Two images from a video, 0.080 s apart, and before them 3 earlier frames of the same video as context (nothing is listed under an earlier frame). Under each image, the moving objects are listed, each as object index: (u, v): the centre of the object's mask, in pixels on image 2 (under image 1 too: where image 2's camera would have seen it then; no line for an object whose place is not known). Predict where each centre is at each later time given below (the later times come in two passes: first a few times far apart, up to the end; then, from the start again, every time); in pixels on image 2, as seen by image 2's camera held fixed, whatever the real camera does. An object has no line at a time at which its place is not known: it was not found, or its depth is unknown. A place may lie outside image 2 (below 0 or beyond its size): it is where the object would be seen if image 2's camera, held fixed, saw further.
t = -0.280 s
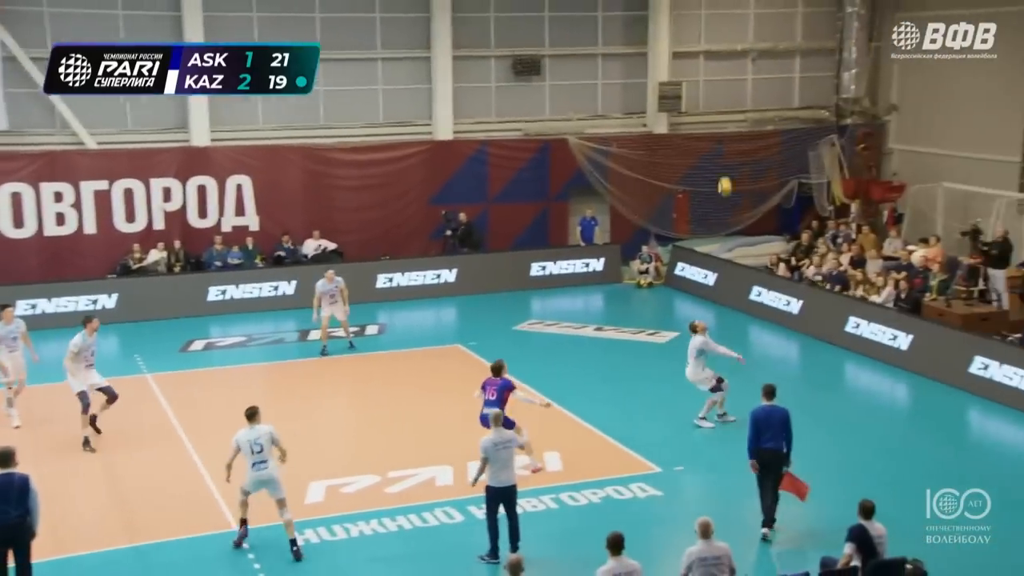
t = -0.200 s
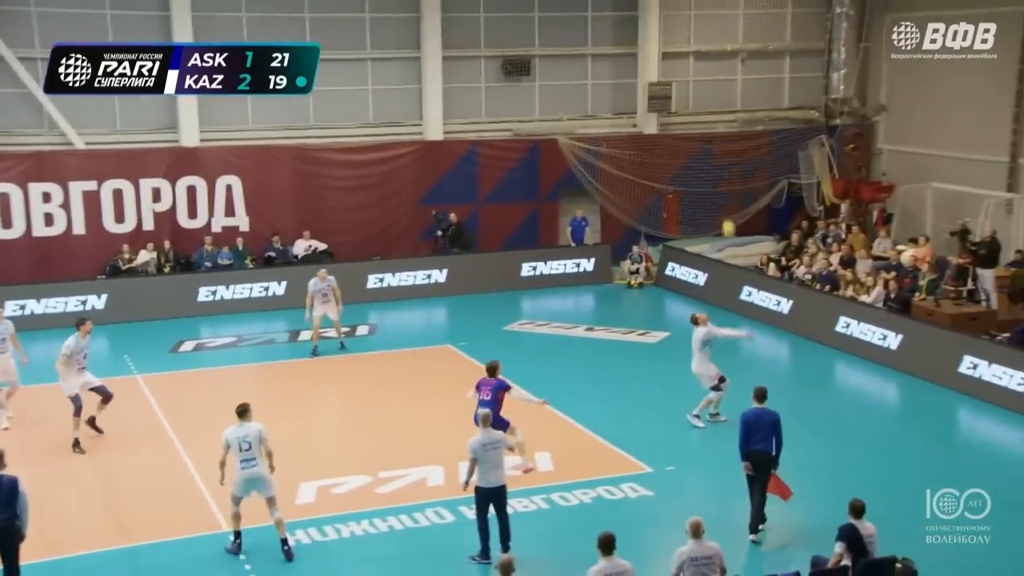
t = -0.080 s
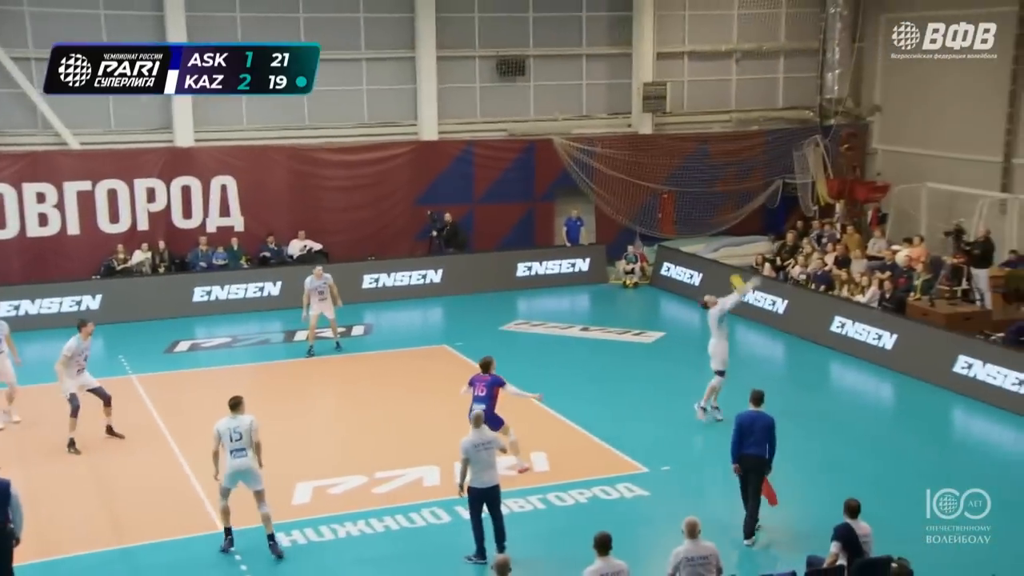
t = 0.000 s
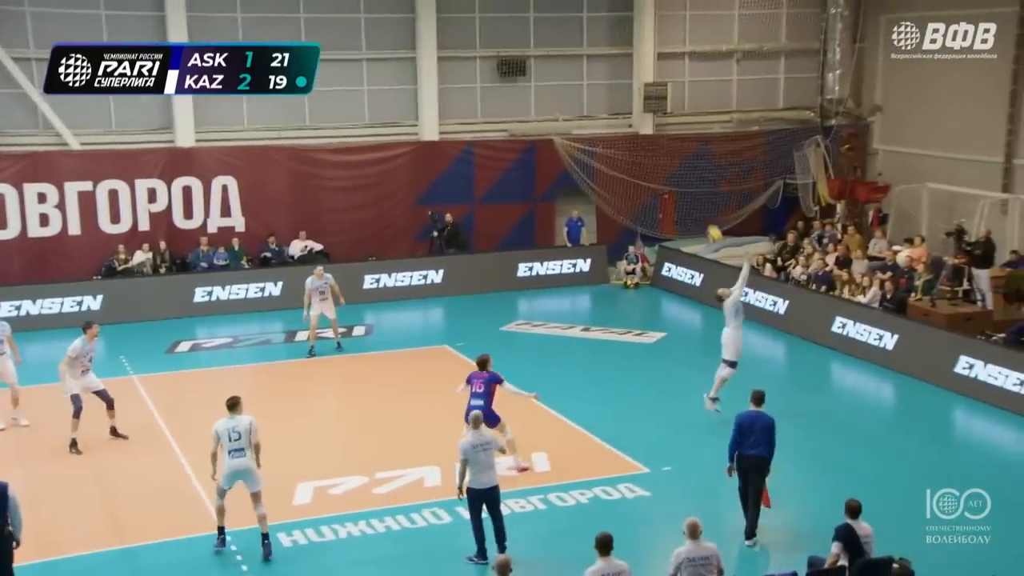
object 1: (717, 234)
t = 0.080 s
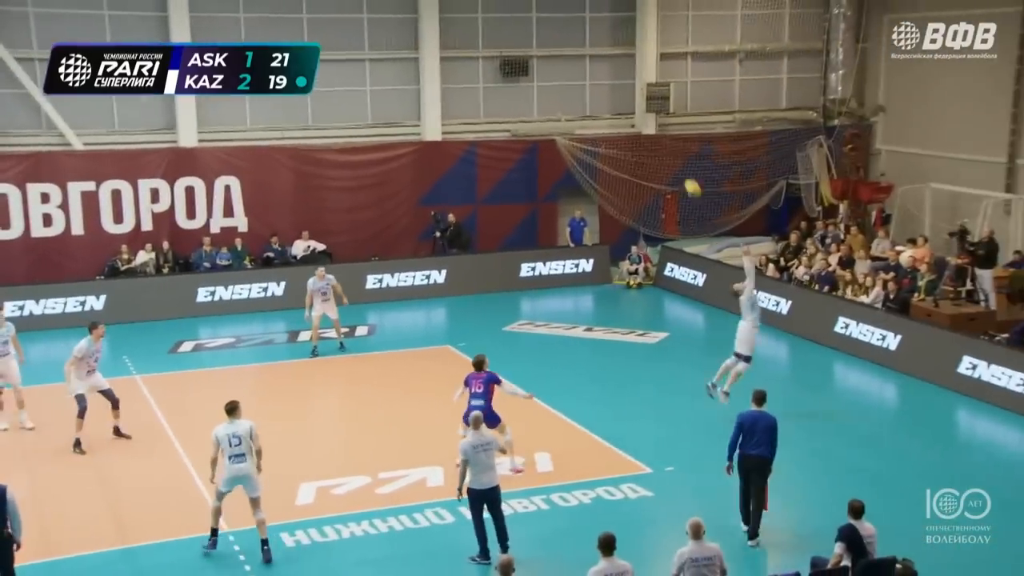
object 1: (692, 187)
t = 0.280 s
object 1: (625, 87)
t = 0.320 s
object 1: (611, 70)
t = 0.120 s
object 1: (679, 166)
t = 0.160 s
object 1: (666, 144)
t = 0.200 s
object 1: (653, 124)
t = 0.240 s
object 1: (636, 106)
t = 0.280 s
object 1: (625, 87)
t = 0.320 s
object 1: (611, 70)
